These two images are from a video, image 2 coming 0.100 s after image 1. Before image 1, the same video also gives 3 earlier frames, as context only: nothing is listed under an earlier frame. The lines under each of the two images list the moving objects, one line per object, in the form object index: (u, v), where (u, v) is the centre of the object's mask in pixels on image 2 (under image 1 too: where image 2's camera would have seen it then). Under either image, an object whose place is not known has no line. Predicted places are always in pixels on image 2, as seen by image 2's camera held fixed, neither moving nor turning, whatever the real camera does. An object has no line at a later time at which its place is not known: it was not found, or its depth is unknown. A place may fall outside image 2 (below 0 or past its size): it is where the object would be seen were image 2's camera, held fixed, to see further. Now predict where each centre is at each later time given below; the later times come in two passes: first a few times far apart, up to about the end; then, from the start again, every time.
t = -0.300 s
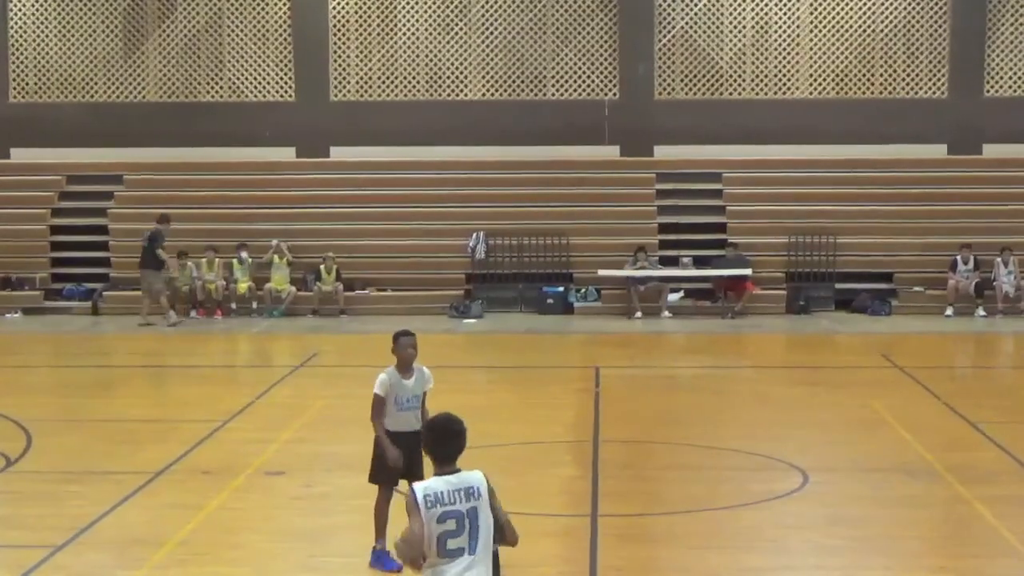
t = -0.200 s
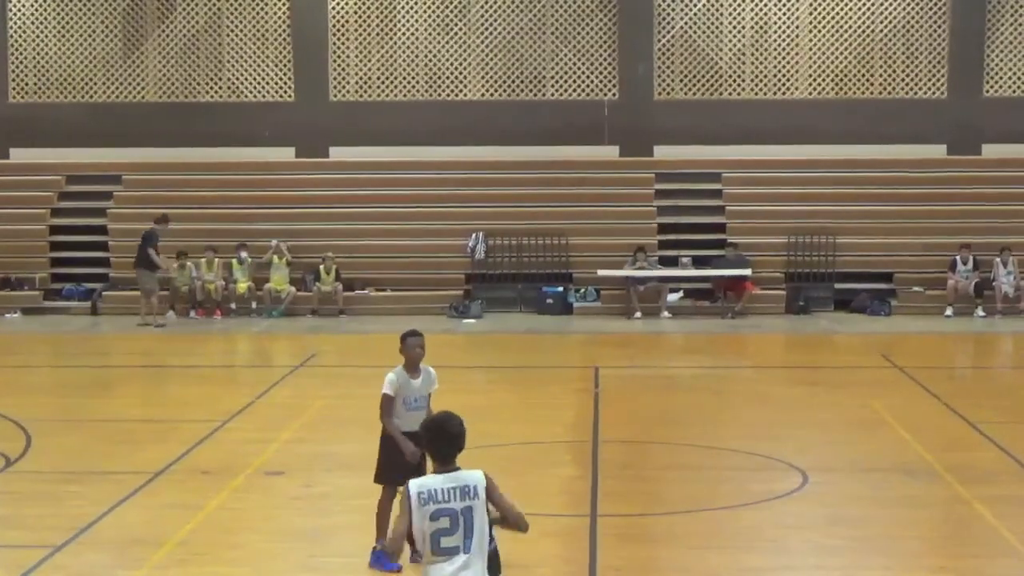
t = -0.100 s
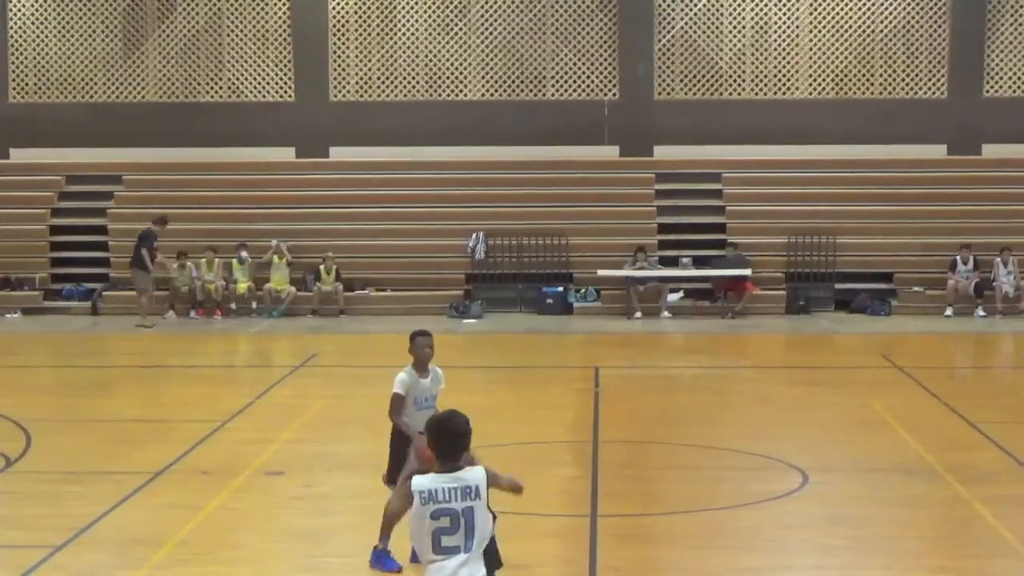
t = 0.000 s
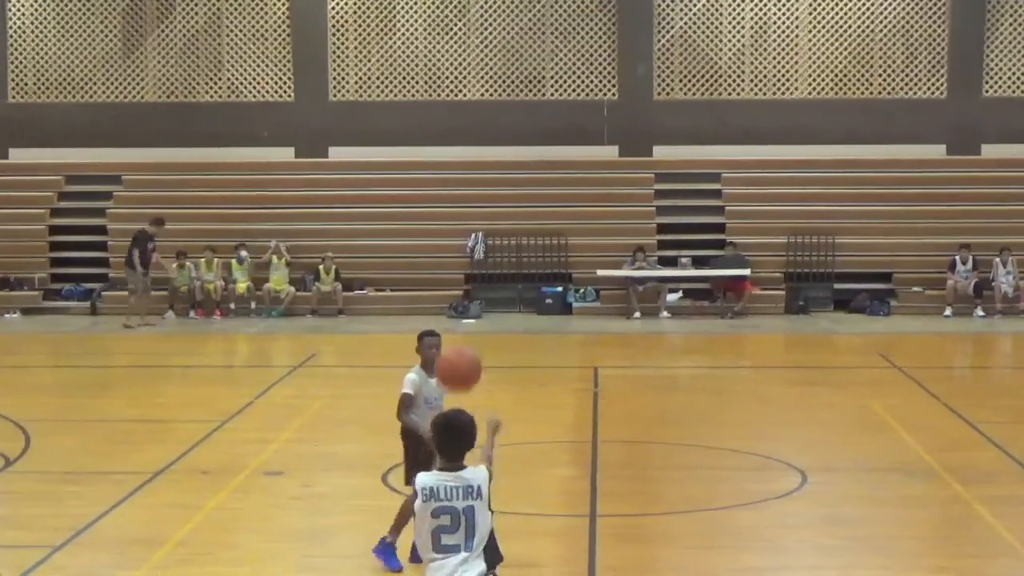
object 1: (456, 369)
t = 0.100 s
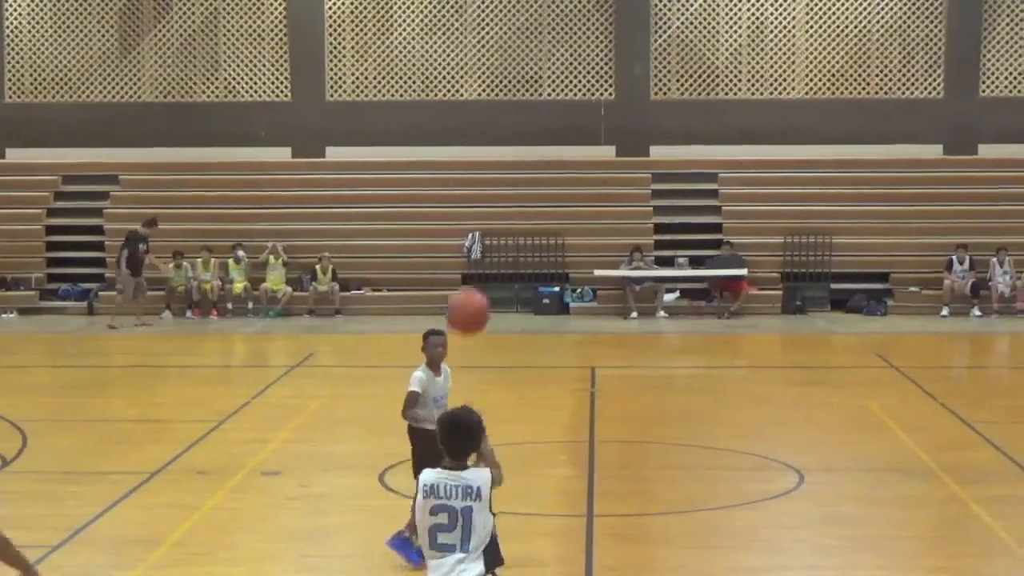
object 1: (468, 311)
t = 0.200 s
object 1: (480, 278)
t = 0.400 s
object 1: (501, 271)
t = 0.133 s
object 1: (471, 297)
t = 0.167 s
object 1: (476, 288)
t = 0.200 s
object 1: (480, 278)
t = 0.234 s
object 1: (484, 273)
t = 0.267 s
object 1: (487, 269)
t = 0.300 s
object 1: (490, 267)
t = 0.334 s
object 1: (494, 266)
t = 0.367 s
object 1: (496, 267)
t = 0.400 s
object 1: (501, 271)
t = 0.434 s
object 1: (505, 275)
